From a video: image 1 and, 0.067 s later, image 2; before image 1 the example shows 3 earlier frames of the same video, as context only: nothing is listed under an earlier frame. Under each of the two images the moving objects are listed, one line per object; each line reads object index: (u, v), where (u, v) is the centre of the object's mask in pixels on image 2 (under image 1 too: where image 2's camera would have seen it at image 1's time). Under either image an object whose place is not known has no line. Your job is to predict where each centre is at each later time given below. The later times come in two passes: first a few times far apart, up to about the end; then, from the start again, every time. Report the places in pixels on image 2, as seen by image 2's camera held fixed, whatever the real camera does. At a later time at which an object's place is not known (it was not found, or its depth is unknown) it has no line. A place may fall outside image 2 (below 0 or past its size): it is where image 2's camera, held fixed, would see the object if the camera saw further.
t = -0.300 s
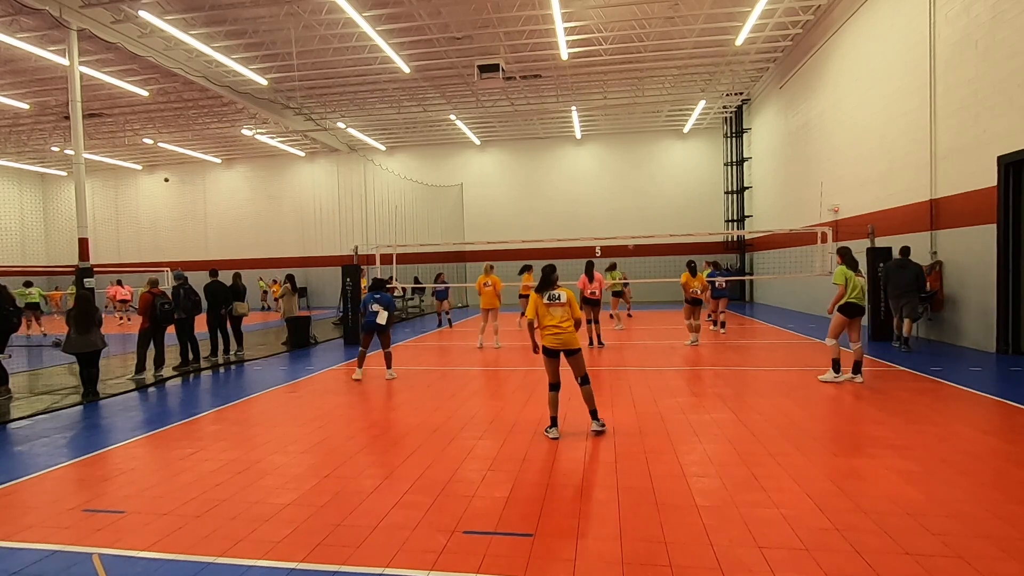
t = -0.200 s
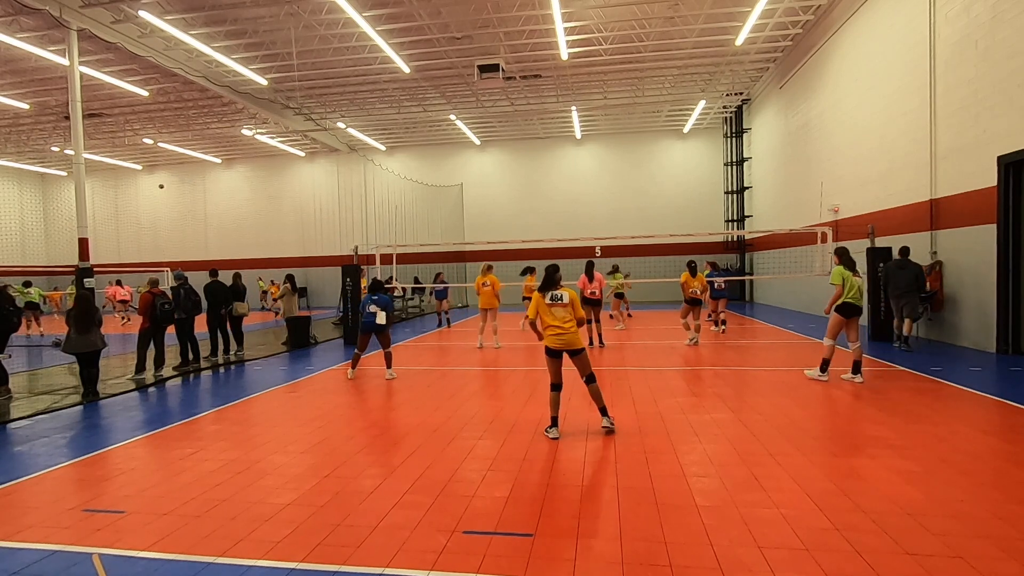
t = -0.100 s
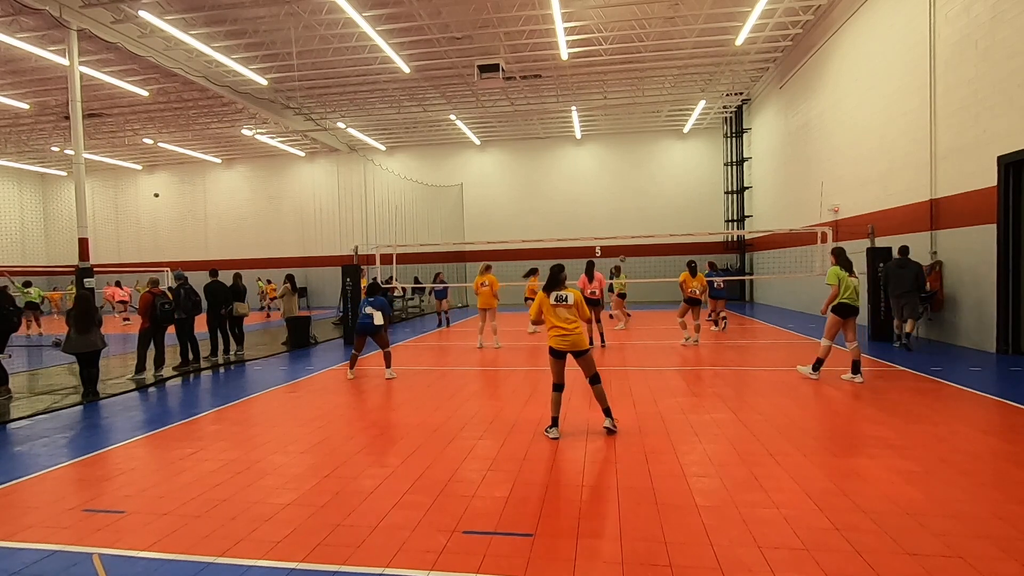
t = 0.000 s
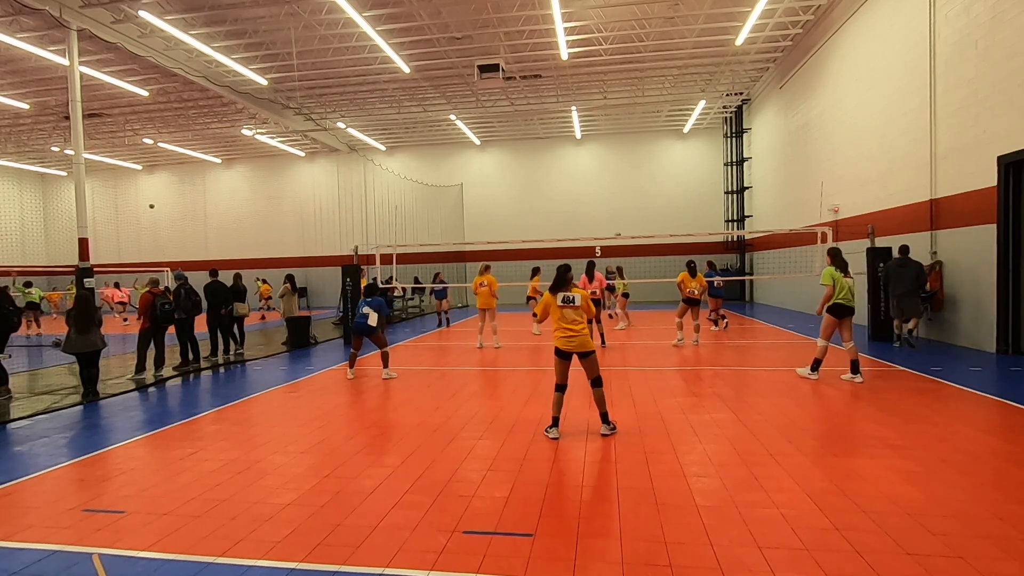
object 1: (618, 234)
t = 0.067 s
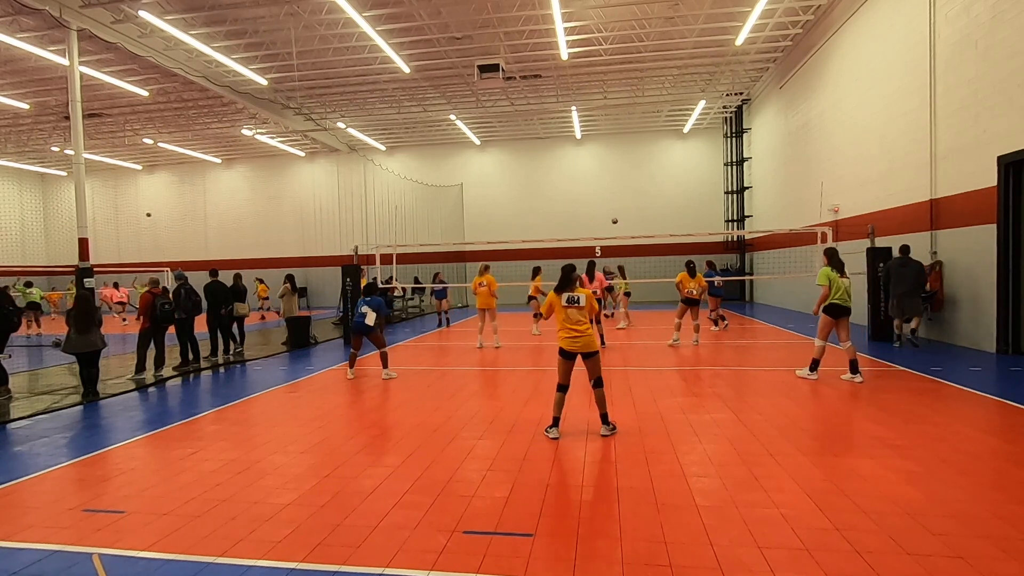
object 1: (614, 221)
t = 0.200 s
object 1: (608, 196)
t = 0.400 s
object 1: (598, 169)
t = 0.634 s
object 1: (587, 155)
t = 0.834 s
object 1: (578, 158)
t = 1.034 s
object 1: (568, 178)
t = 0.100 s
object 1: (613, 214)
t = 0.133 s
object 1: (611, 208)
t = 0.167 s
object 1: (610, 202)
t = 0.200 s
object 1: (608, 196)
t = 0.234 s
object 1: (606, 191)
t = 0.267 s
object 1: (605, 185)
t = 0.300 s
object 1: (603, 181)
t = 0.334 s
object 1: (602, 177)
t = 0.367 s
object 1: (600, 173)
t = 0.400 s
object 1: (598, 169)
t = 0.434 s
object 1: (597, 166)
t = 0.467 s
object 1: (595, 163)
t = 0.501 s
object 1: (594, 160)
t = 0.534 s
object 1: (592, 158)
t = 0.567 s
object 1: (591, 157)
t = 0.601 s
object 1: (589, 155)
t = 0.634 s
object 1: (587, 155)
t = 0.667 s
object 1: (586, 154)
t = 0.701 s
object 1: (584, 154)
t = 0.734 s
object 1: (582, 154)
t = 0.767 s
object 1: (581, 155)
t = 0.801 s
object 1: (579, 156)
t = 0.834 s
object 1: (578, 158)
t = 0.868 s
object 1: (576, 160)
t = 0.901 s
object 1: (574, 162)
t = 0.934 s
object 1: (573, 165)
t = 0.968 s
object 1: (571, 169)
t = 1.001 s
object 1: (569, 173)
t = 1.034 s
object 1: (568, 178)
